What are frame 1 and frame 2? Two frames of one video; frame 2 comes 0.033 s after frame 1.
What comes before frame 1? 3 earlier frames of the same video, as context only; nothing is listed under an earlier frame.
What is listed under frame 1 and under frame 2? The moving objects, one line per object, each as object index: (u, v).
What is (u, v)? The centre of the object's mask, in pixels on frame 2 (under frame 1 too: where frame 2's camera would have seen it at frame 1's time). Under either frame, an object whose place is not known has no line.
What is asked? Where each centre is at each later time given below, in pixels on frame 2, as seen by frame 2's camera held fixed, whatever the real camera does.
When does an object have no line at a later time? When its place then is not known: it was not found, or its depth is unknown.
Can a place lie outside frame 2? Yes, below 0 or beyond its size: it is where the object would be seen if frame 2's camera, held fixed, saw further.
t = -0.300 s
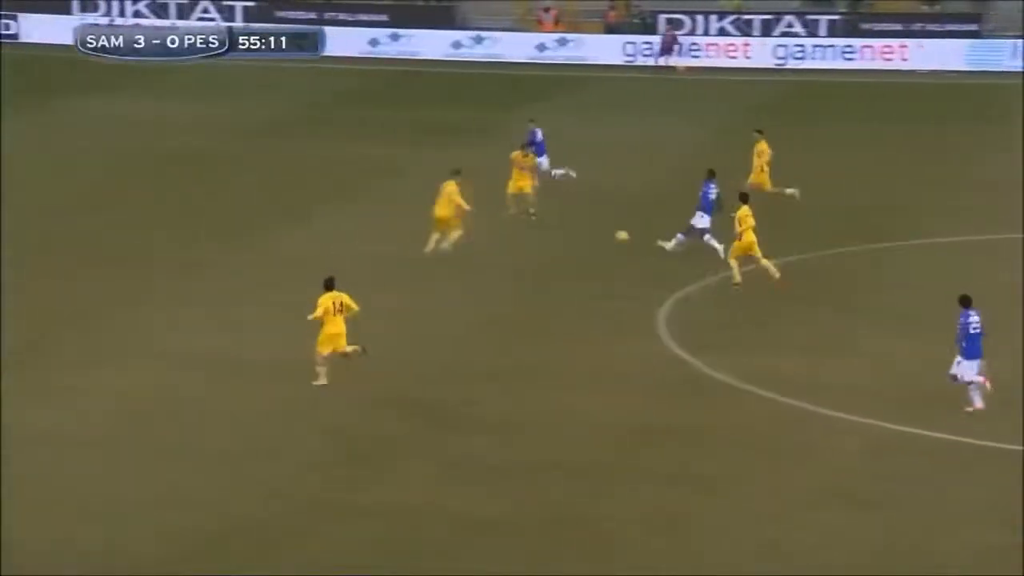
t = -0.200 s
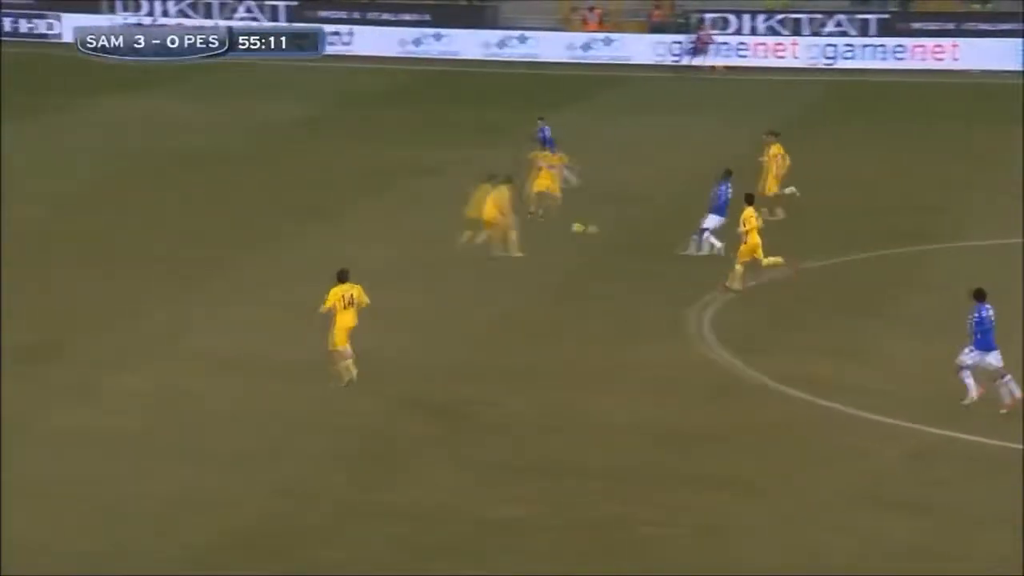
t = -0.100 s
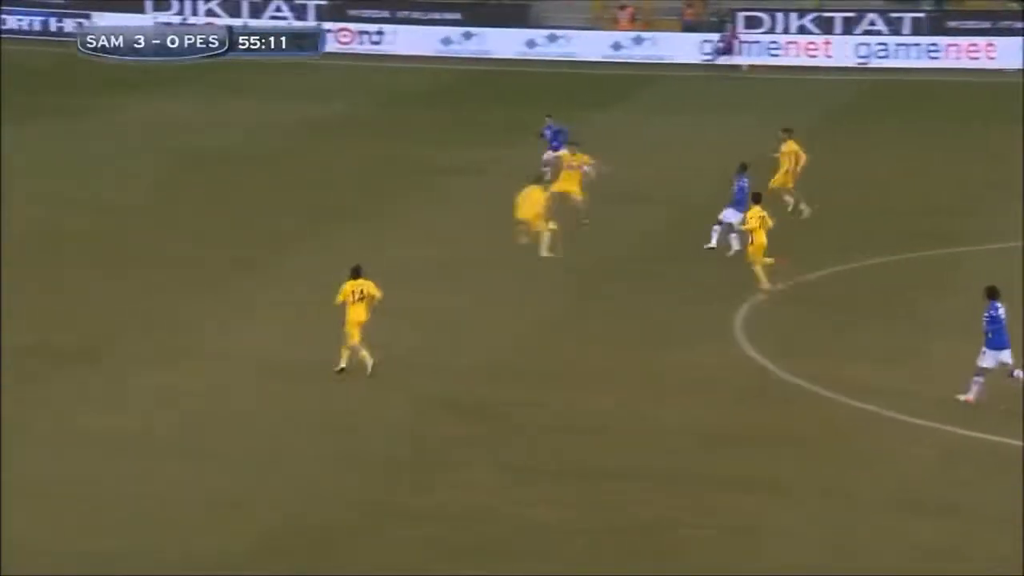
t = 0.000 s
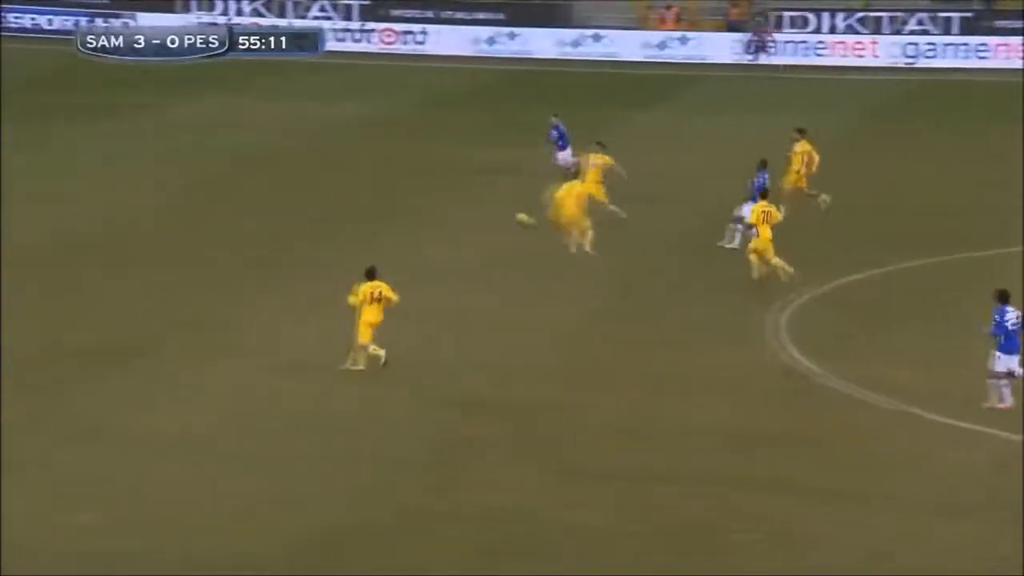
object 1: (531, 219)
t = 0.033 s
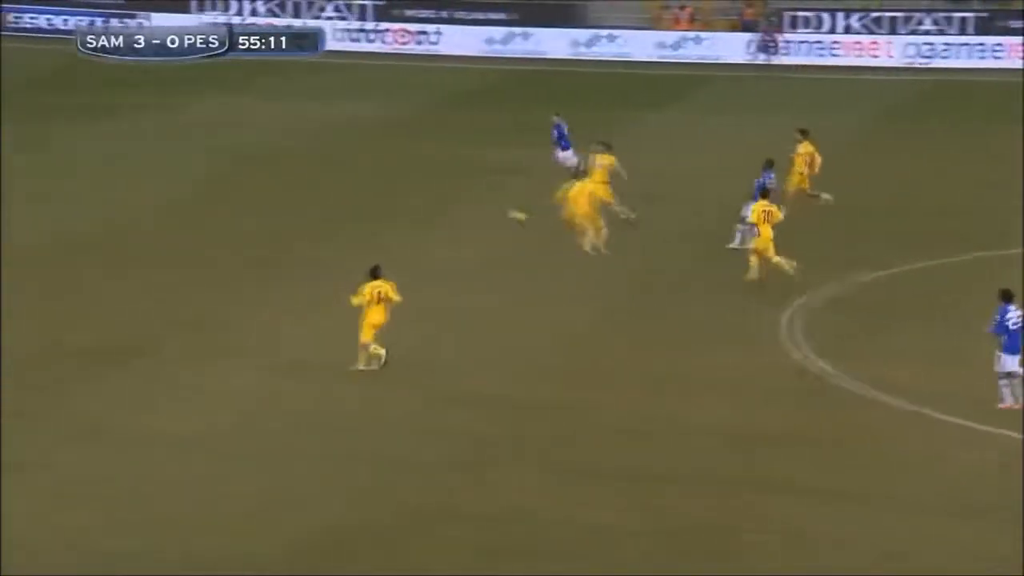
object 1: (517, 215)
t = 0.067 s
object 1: (509, 213)
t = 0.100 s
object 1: (484, 212)
